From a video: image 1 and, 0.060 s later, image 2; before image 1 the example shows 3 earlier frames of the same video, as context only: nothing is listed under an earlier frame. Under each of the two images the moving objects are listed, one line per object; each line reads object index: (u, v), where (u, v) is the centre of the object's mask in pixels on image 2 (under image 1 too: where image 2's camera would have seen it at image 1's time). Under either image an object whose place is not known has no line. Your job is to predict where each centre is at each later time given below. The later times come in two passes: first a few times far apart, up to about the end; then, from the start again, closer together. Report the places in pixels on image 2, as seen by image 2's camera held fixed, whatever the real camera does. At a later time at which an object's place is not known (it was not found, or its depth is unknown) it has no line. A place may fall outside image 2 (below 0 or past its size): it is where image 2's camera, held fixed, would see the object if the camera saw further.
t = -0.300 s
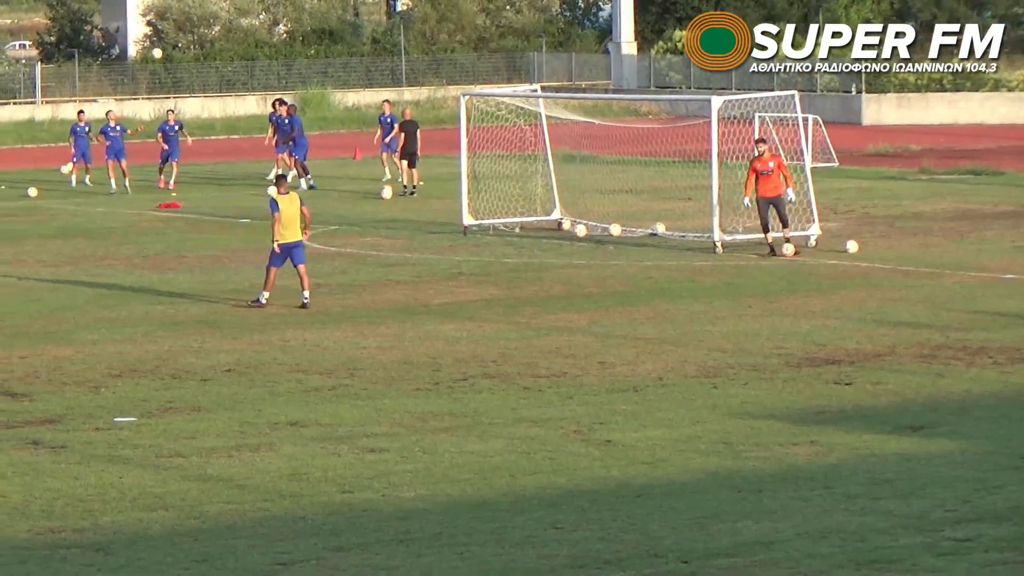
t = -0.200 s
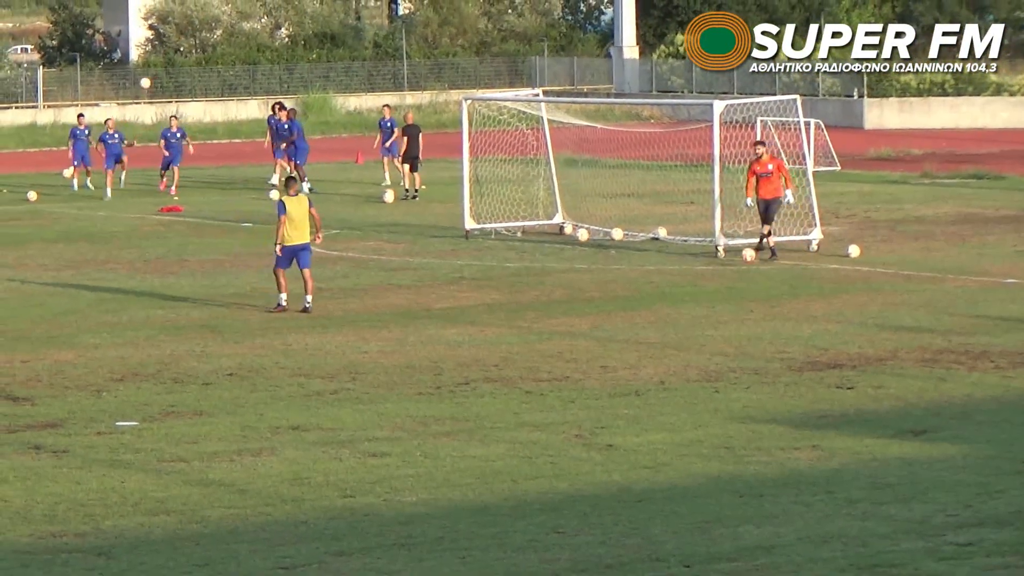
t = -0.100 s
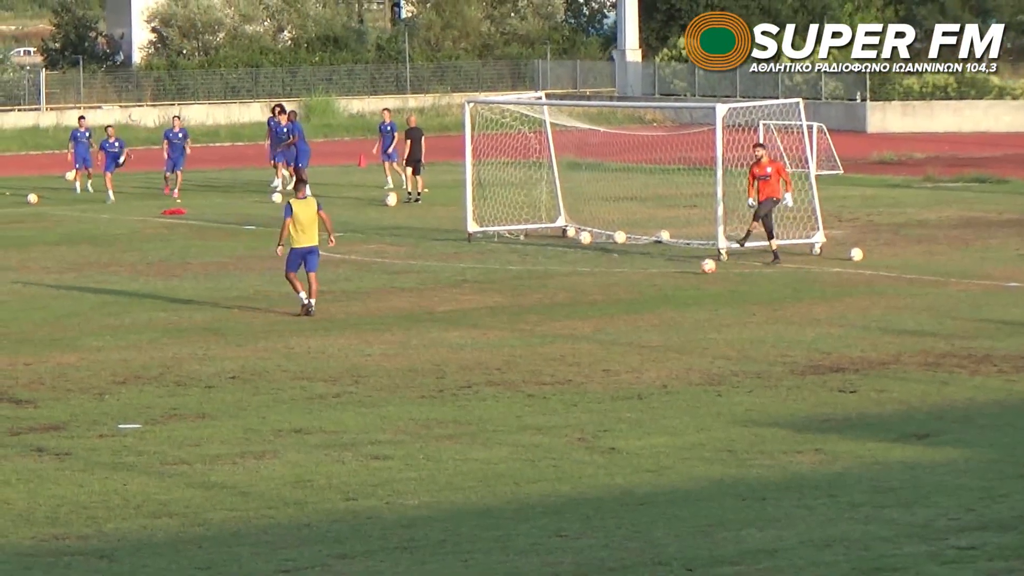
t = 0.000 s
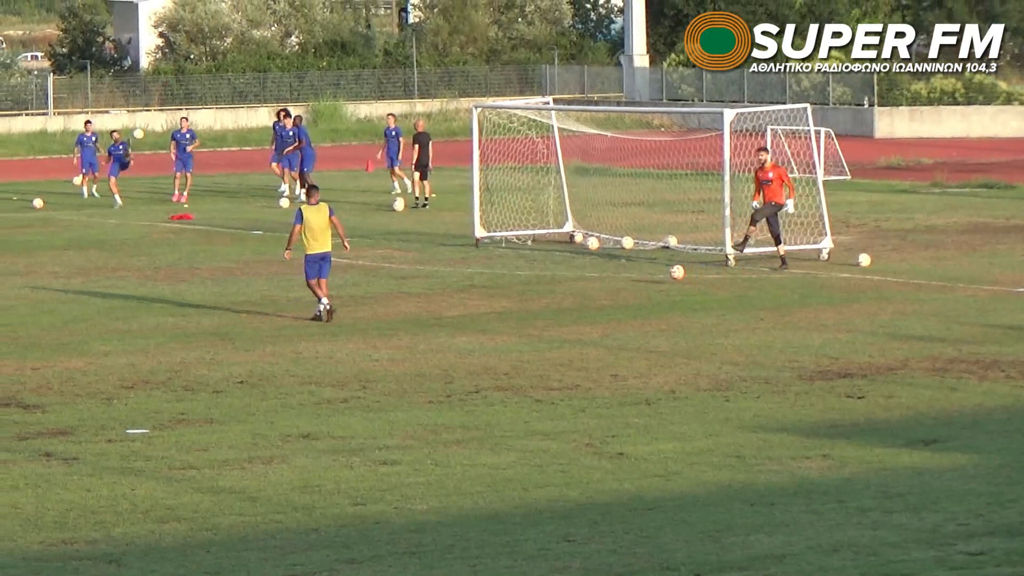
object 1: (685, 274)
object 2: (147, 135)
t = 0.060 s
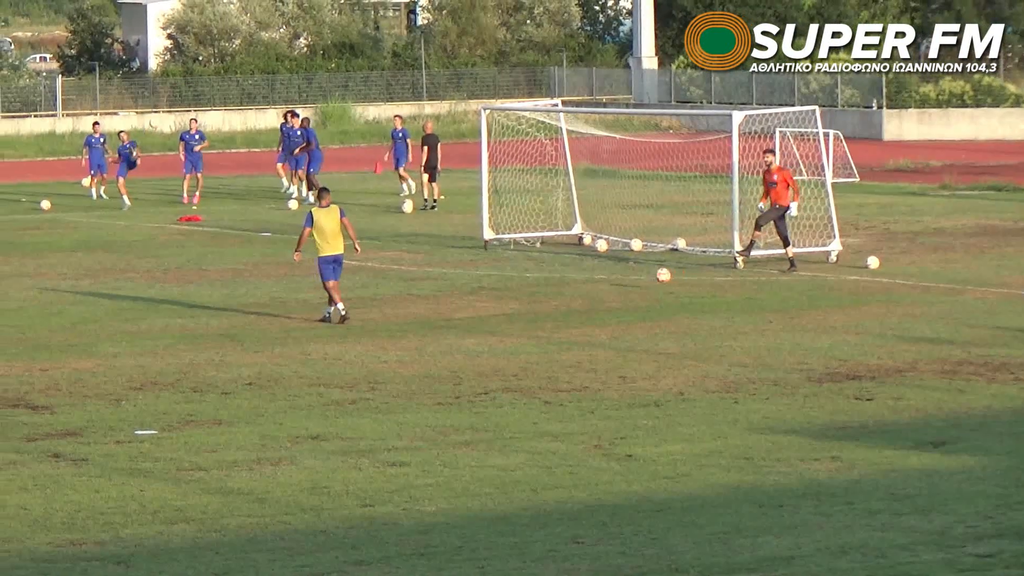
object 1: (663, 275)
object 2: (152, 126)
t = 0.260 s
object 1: (592, 287)
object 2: (180, 95)
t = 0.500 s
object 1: (524, 295)
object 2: (212, 87)
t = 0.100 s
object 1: (648, 277)
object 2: (159, 116)
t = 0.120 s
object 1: (641, 279)
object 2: (162, 112)
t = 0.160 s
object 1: (626, 283)
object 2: (168, 106)
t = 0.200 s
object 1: (610, 288)
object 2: (172, 101)
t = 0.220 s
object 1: (603, 289)
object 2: (175, 99)
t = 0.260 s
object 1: (592, 287)
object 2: (180, 95)
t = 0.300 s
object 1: (581, 287)
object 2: (186, 91)
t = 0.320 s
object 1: (575, 287)
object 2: (189, 90)
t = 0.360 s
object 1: (564, 288)
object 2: (194, 88)
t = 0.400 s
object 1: (552, 291)
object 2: (199, 87)
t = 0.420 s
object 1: (546, 292)
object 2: (202, 86)
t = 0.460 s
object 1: (534, 296)
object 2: (206, 86)
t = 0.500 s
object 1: (524, 295)
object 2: (212, 87)
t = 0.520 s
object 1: (519, 293)
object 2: (214, 87)
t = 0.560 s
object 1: (509, 292)
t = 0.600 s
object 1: (498, 291)
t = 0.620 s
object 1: (493, 291)
